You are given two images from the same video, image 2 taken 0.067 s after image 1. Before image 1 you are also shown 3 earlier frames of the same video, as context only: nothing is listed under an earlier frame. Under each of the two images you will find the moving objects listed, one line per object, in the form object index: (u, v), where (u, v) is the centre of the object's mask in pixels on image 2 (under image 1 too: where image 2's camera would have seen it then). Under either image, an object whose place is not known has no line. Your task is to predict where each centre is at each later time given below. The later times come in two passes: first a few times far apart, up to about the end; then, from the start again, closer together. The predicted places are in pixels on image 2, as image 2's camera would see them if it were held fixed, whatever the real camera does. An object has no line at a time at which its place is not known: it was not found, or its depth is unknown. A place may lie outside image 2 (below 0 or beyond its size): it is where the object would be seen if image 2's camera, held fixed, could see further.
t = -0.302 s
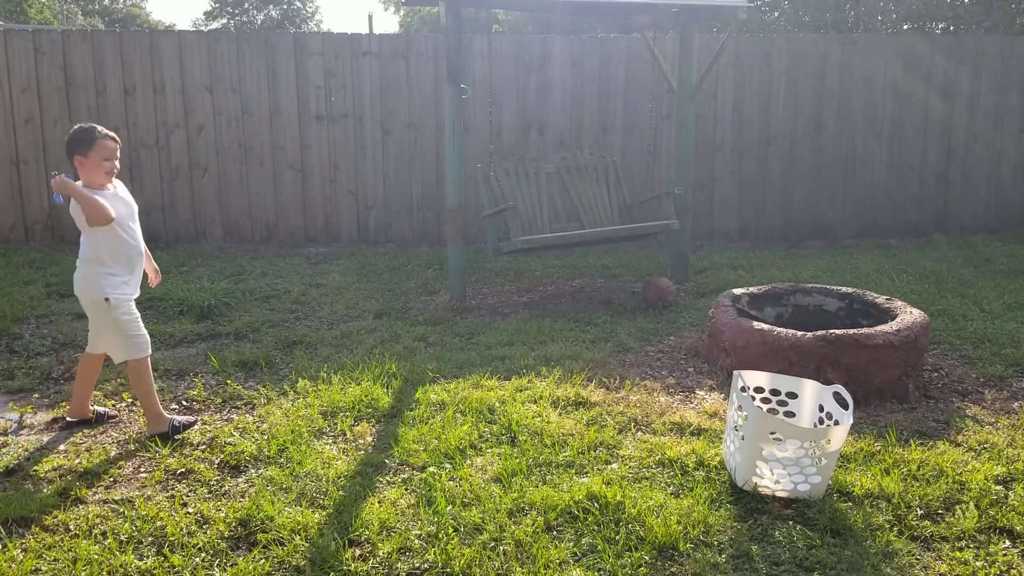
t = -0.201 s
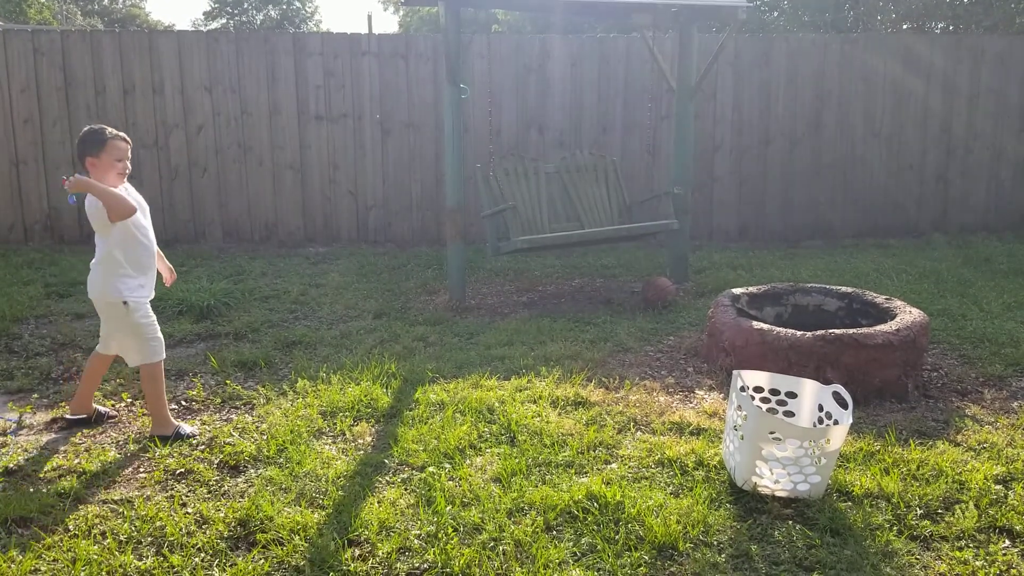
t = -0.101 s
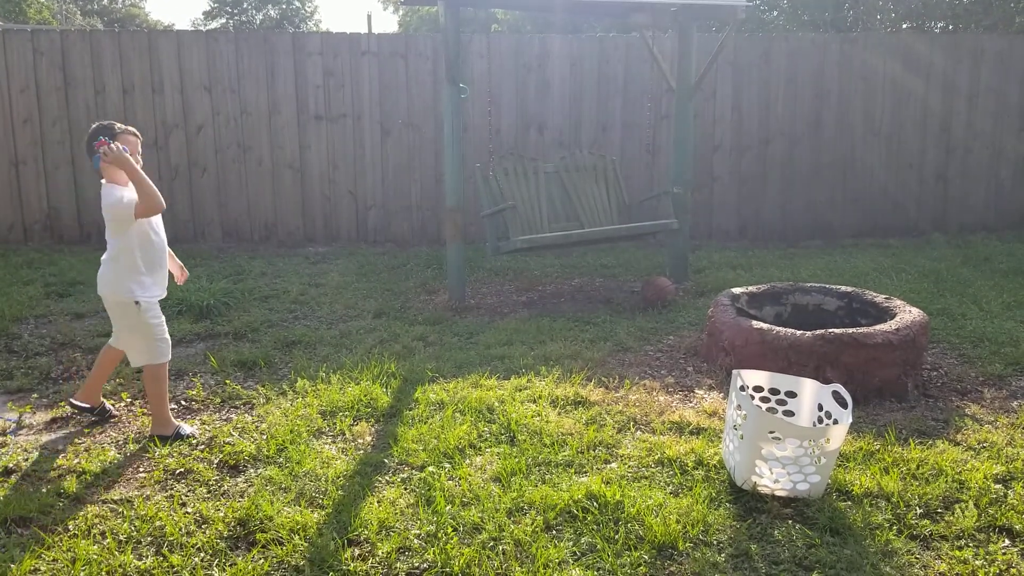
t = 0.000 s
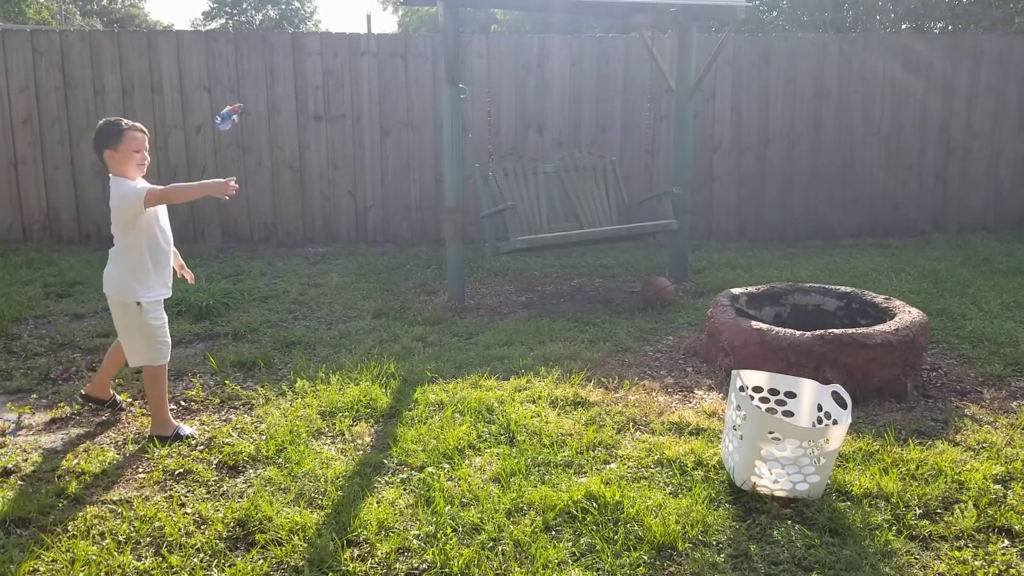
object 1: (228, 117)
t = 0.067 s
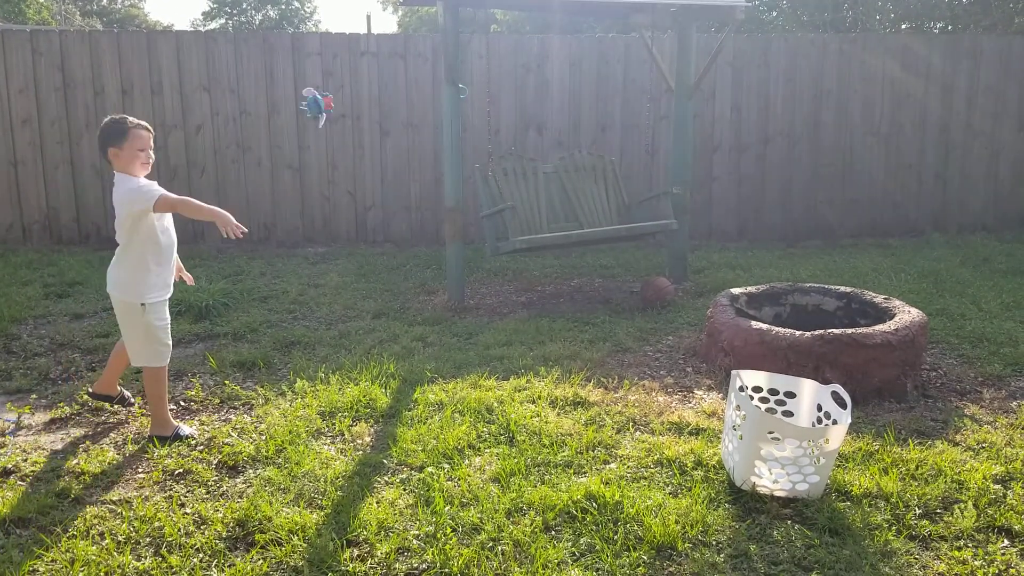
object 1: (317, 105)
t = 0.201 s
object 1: (486, 121)
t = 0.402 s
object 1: (695, 248)
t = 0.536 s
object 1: (804, 383)
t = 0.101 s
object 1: (361, 105)
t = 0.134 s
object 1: (403, 108)
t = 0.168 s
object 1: (445, 113)
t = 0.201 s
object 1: (486, 121)
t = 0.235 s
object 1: (526, 133)
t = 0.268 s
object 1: (565, 148)
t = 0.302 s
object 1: (601, 167)
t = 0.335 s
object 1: (635, 191)
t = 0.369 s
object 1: (667, 218)
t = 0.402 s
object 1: (695, 248)
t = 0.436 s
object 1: (724, 278)
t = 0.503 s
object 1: (779, 347)
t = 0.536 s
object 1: (804, 383)
